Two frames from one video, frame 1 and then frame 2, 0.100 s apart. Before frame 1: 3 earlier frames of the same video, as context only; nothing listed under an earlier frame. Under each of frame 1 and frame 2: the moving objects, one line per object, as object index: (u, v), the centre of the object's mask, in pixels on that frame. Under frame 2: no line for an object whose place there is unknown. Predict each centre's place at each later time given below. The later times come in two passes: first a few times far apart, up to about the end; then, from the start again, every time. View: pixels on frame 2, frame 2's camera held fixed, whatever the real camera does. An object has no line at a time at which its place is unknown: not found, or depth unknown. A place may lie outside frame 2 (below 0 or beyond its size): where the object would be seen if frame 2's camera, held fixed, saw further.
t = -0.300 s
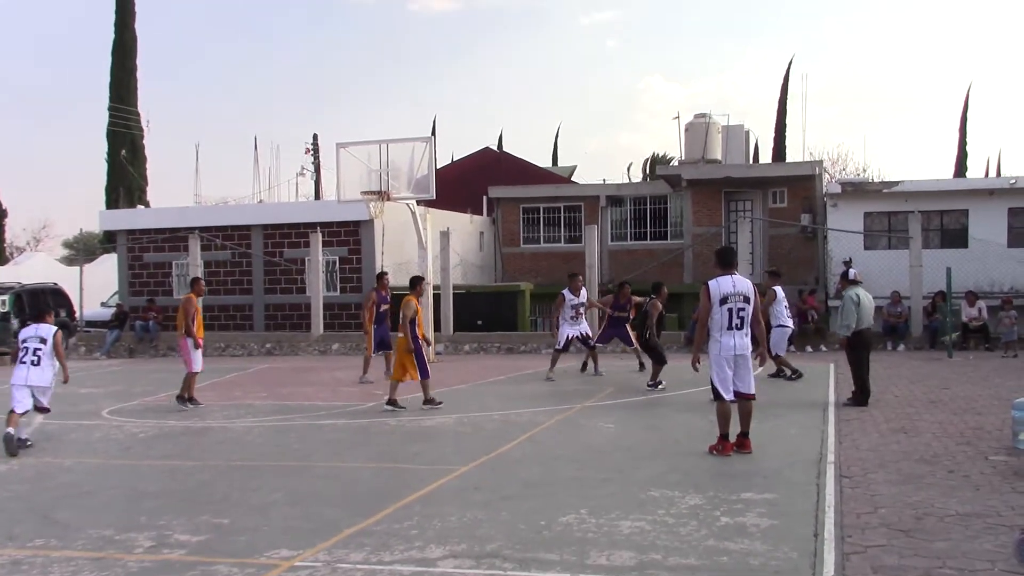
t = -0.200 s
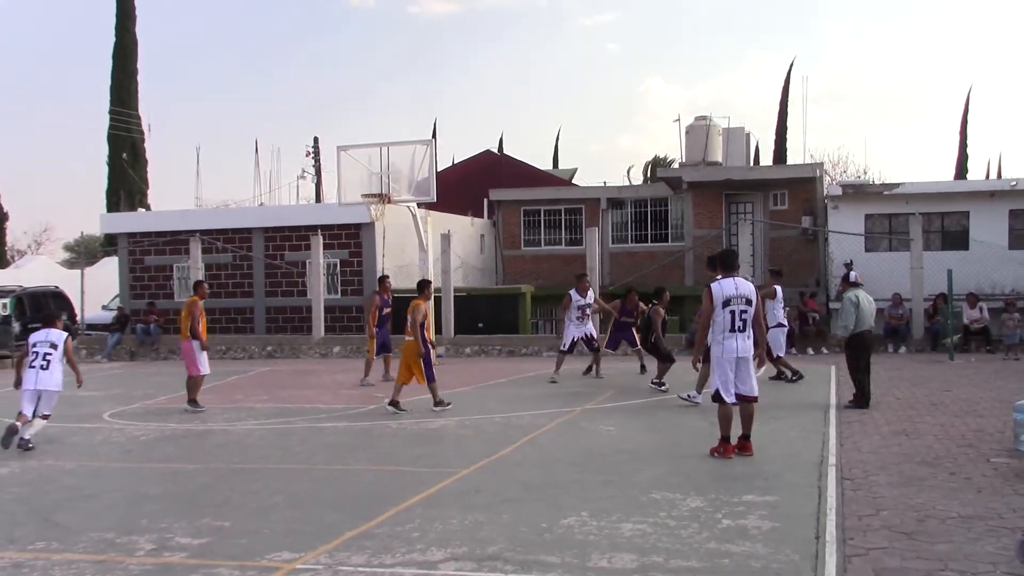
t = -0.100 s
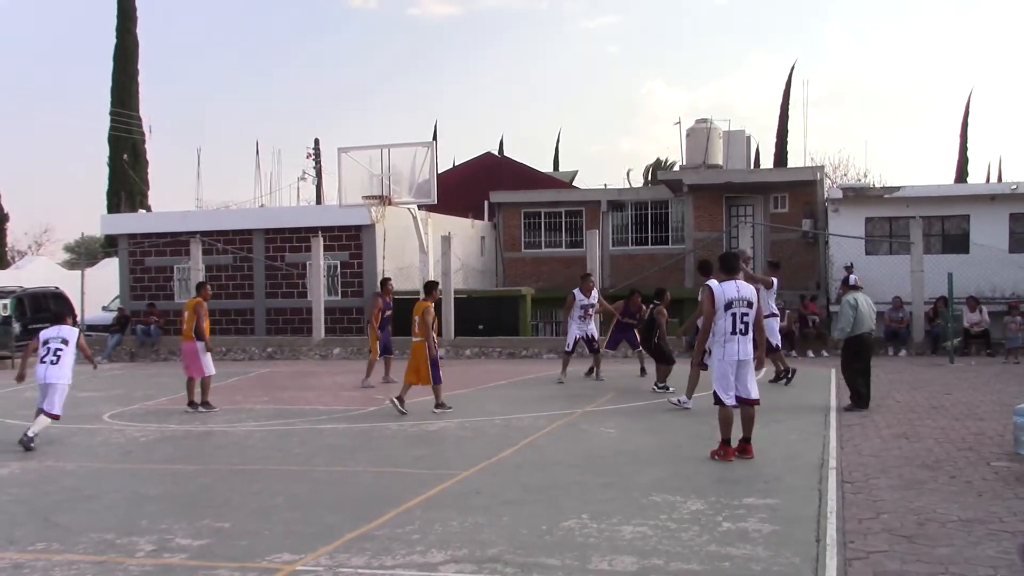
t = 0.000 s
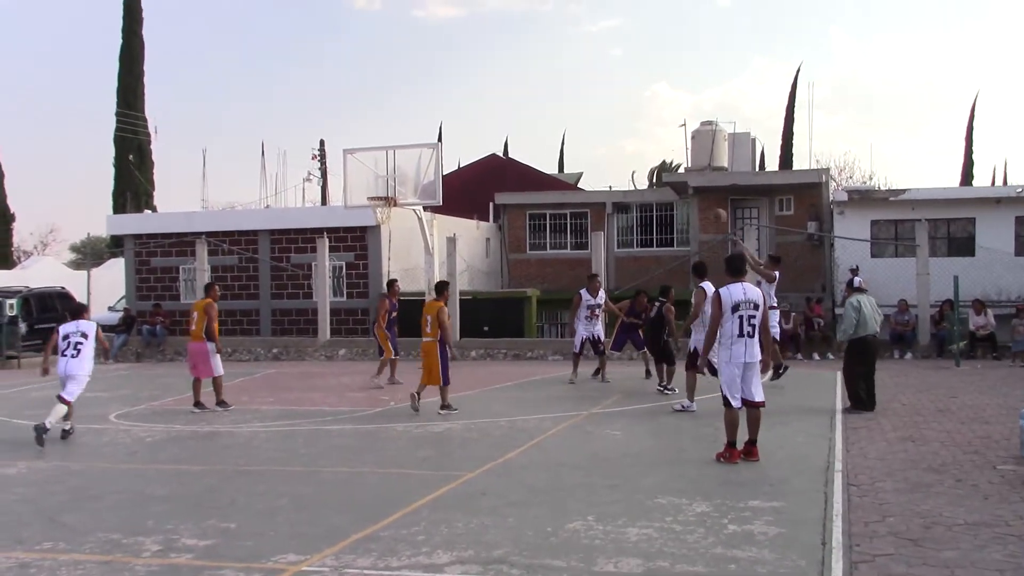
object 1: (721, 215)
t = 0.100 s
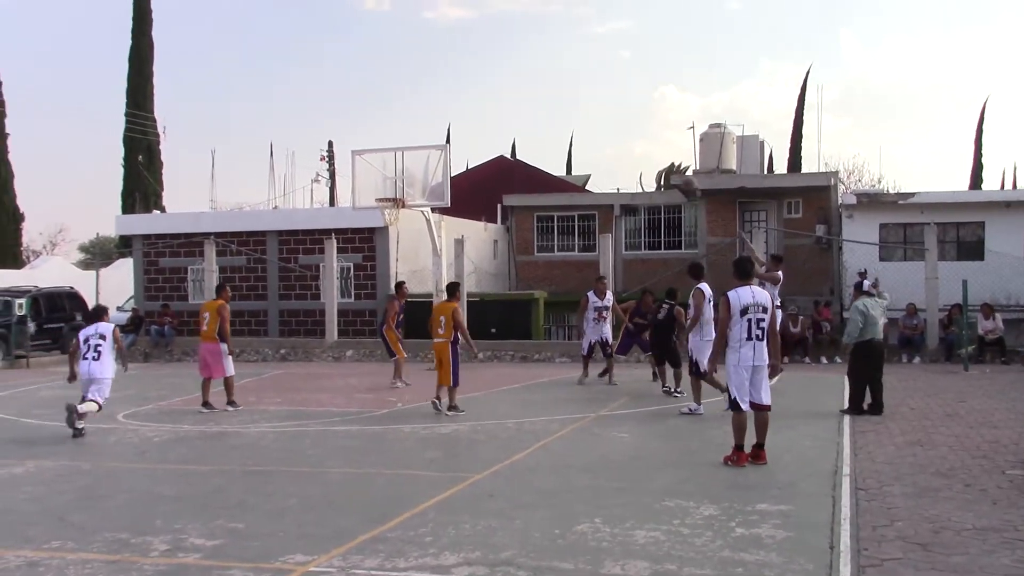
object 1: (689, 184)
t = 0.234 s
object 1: (641, 147)
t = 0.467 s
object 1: (564, 114)
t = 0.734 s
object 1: (484, 119)
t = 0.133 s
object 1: (673, 173)
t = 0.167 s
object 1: (664, 164)
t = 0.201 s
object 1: (652, 155)
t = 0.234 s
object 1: (641, 147)
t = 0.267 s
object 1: (629, 141)
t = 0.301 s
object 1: (618, 134)
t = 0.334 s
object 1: (607, 129)
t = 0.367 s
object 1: (596, 124)
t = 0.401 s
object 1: (585, 120)
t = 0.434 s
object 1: (574, 117)
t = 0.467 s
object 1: (564, 114)
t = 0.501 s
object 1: (554, 113)
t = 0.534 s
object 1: (544, 111)
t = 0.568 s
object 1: (534, 111)
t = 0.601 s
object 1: (523, 111)
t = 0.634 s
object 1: (514, 112)
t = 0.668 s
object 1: (504, 114)
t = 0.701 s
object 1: (494, 116)
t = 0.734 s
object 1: (484, 119)
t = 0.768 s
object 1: (474, 123)
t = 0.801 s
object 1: (465, 127)
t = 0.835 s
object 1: (456, 132)
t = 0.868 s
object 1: (447, 137)
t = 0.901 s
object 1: (438, 143)
